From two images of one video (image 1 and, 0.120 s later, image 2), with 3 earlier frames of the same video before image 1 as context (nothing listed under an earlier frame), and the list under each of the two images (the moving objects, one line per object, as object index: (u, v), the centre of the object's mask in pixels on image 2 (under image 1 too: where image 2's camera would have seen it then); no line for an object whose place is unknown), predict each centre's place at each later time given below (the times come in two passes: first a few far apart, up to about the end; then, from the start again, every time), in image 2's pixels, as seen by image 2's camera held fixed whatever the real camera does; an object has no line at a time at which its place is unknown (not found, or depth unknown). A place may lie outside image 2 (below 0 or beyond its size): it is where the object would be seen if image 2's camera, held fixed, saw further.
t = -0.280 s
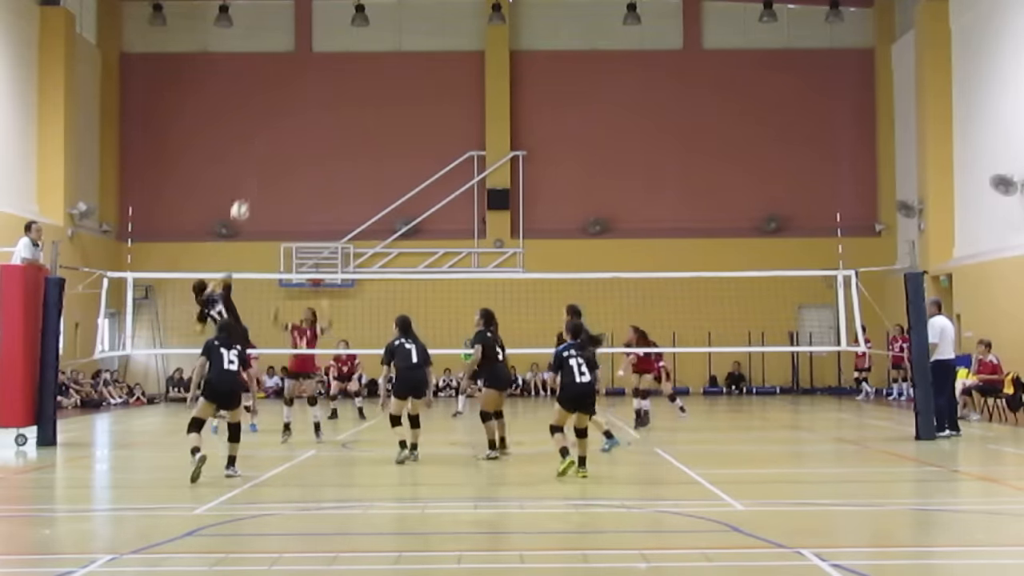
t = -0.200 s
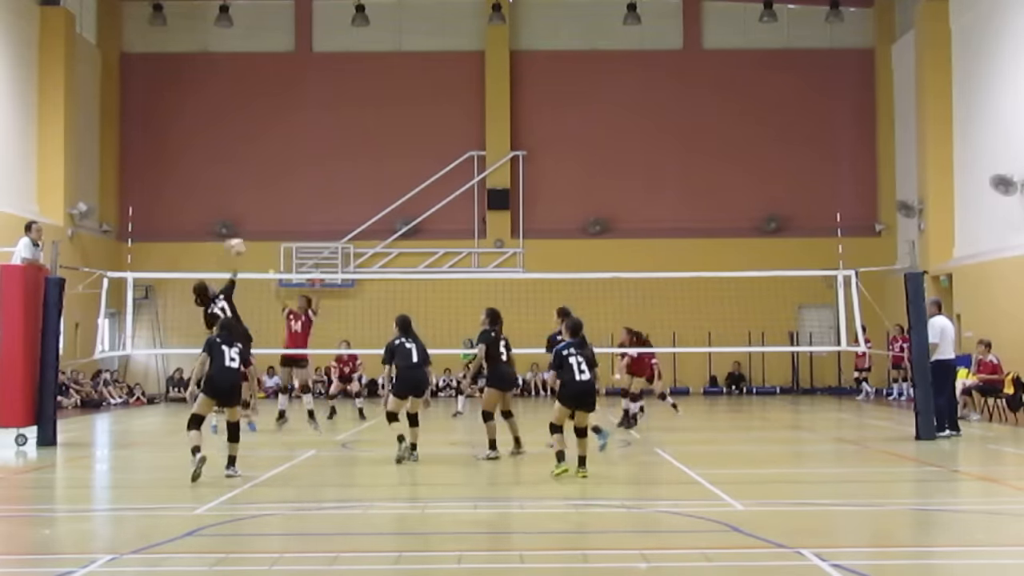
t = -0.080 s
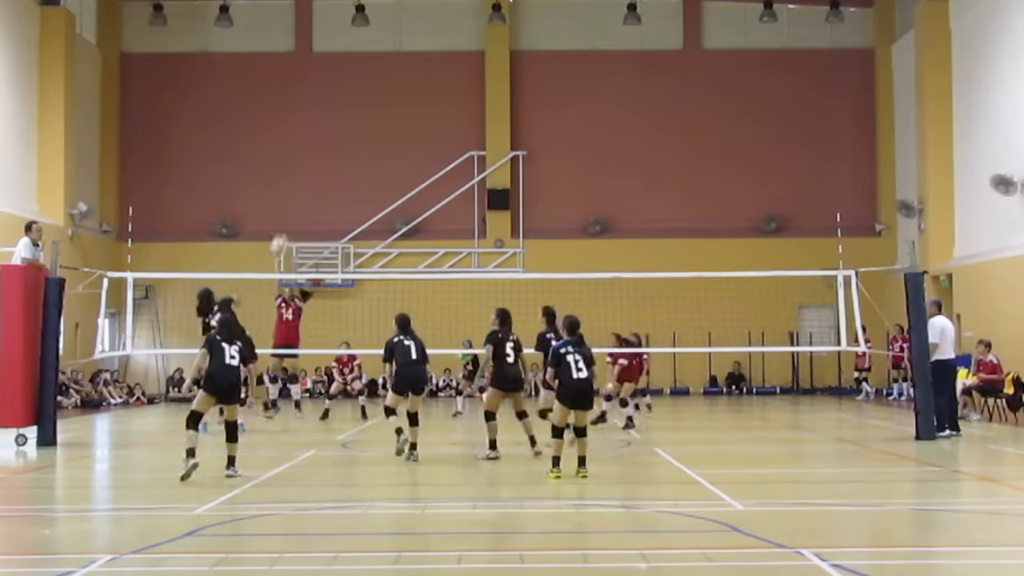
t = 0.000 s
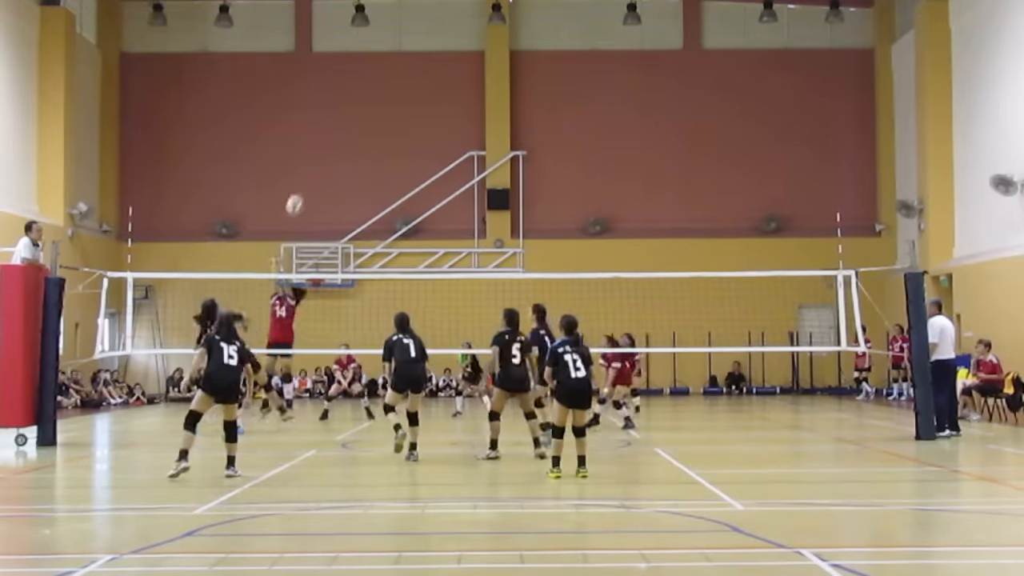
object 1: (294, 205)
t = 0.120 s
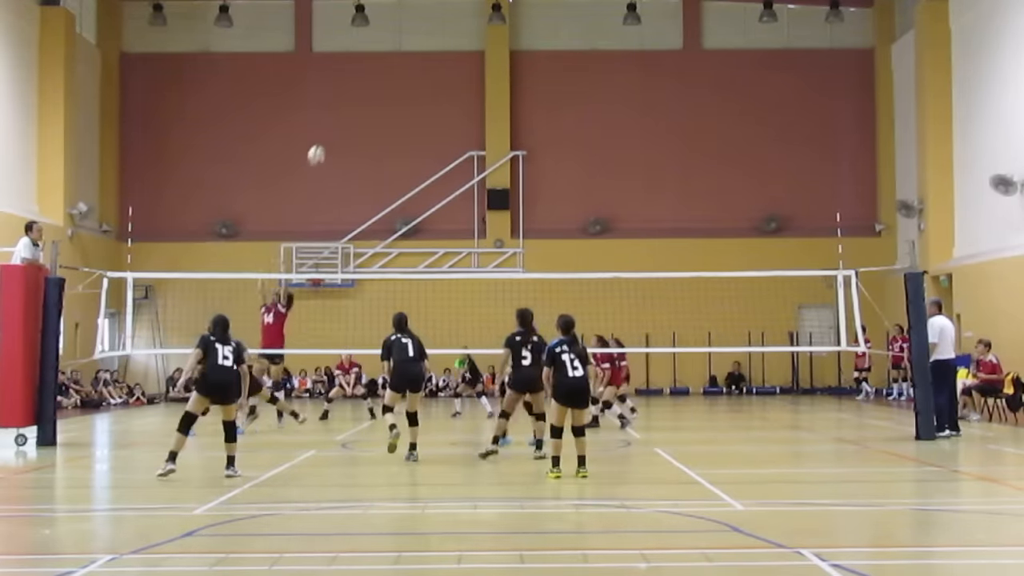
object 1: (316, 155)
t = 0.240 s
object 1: (336, 117)
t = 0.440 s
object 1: (369, 78)
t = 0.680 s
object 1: (409, 71)
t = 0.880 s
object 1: (441, 99)
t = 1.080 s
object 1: (473, 156)
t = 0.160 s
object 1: (323, 140)
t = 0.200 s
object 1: (329, 128)
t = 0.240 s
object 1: (336, 117)
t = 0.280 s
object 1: (343, 106)
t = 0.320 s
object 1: (349, 97)
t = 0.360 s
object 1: (356, 89)
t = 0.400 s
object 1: (363, 83)
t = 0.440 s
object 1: (369, 78)
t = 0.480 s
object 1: (376, 73)
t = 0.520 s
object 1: (382, 70)
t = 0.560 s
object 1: (389, 69)
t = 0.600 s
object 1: (395, 68)
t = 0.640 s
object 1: (402, 69)
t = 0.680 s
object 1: (409, 71)
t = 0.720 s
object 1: (415, 75)
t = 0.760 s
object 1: (421, 78)
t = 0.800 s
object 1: (428, 84)
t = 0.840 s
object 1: (434, 90)
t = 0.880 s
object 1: (441, 99)
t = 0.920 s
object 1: (447, 108)
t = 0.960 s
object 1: (454, 118)
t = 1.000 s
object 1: (460, 129)
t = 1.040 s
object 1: (466, 142)
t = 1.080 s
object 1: (473, 156)
